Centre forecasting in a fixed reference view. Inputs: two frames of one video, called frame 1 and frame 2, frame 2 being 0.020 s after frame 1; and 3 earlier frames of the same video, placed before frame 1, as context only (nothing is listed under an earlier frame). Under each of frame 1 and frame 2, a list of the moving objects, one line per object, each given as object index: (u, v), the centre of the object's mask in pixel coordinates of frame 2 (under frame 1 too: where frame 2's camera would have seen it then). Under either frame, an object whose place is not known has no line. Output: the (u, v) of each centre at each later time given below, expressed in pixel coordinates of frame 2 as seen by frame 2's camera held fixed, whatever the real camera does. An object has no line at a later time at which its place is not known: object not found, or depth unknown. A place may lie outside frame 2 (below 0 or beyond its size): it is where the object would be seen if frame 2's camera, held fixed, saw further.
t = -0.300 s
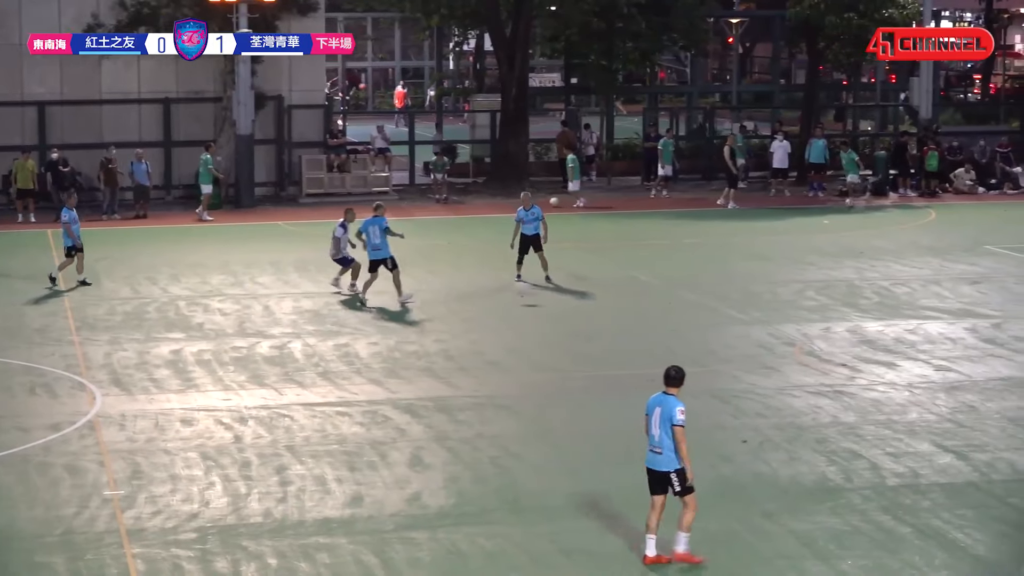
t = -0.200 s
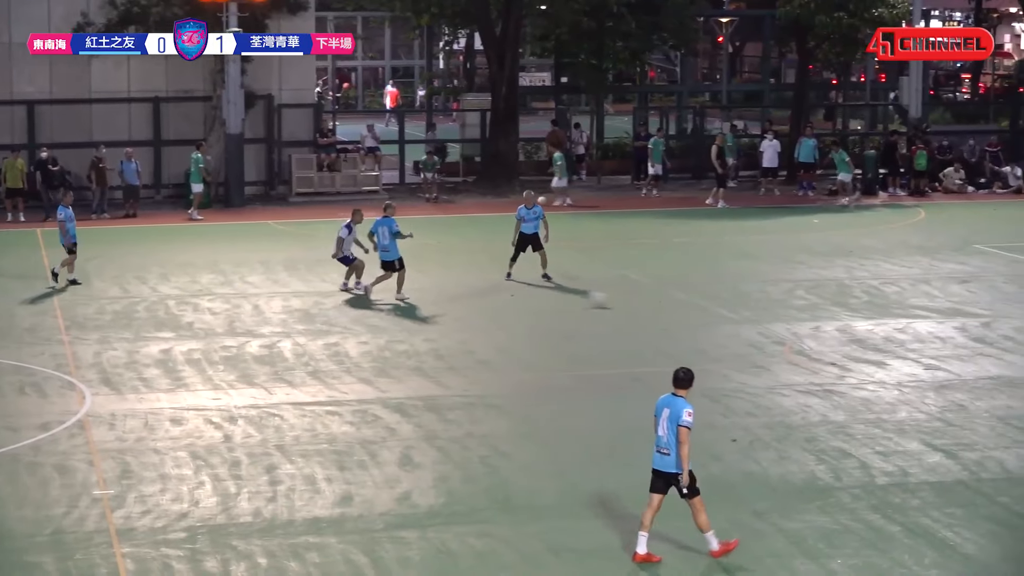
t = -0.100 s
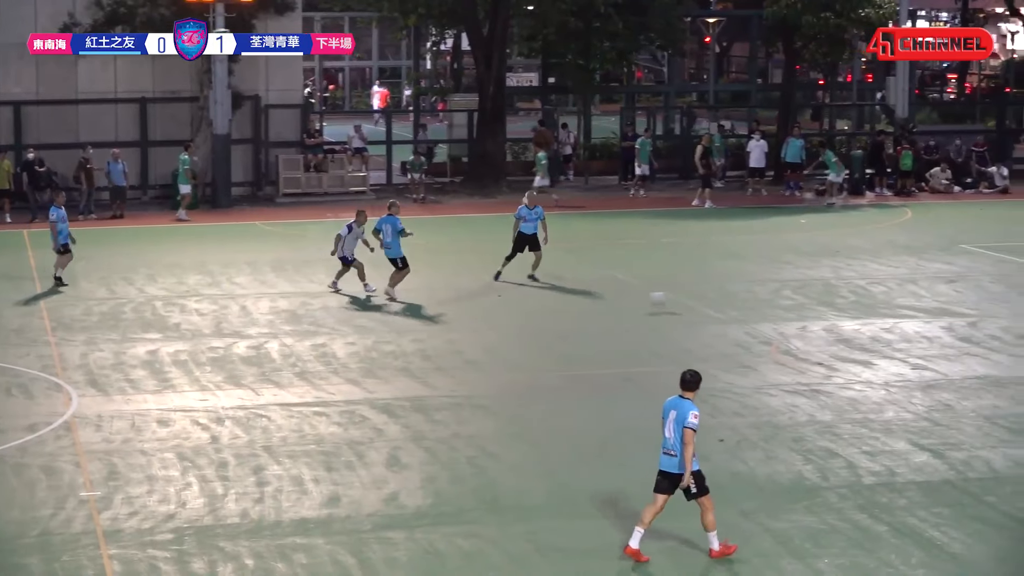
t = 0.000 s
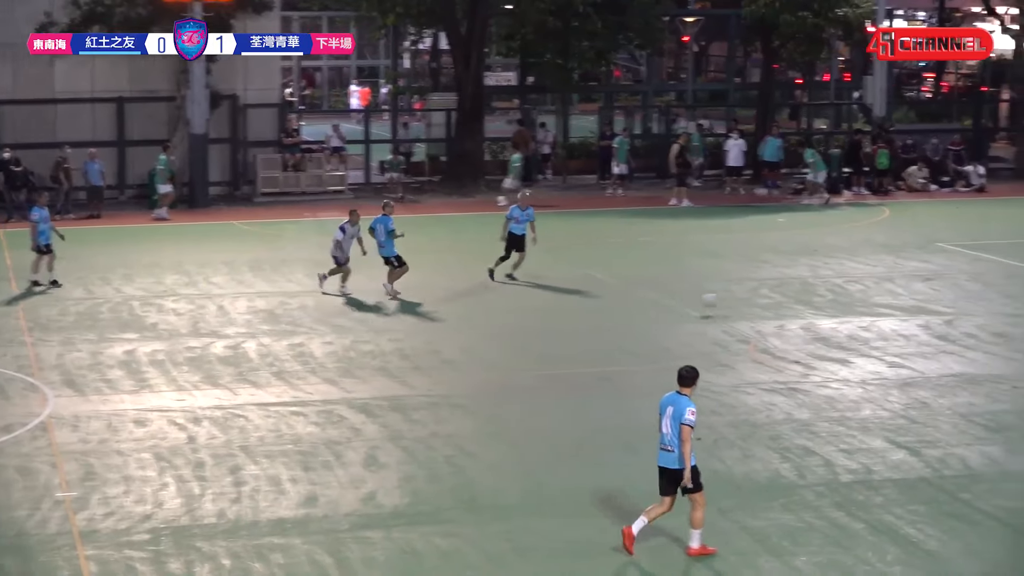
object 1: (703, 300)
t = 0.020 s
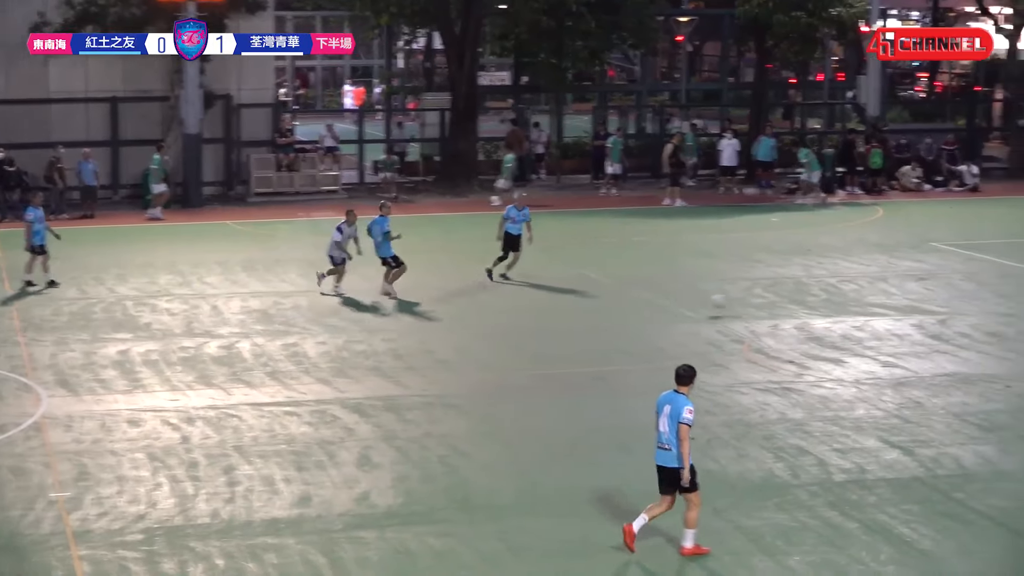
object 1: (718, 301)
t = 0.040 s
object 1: (732, 303)
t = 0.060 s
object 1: (747, 305)
